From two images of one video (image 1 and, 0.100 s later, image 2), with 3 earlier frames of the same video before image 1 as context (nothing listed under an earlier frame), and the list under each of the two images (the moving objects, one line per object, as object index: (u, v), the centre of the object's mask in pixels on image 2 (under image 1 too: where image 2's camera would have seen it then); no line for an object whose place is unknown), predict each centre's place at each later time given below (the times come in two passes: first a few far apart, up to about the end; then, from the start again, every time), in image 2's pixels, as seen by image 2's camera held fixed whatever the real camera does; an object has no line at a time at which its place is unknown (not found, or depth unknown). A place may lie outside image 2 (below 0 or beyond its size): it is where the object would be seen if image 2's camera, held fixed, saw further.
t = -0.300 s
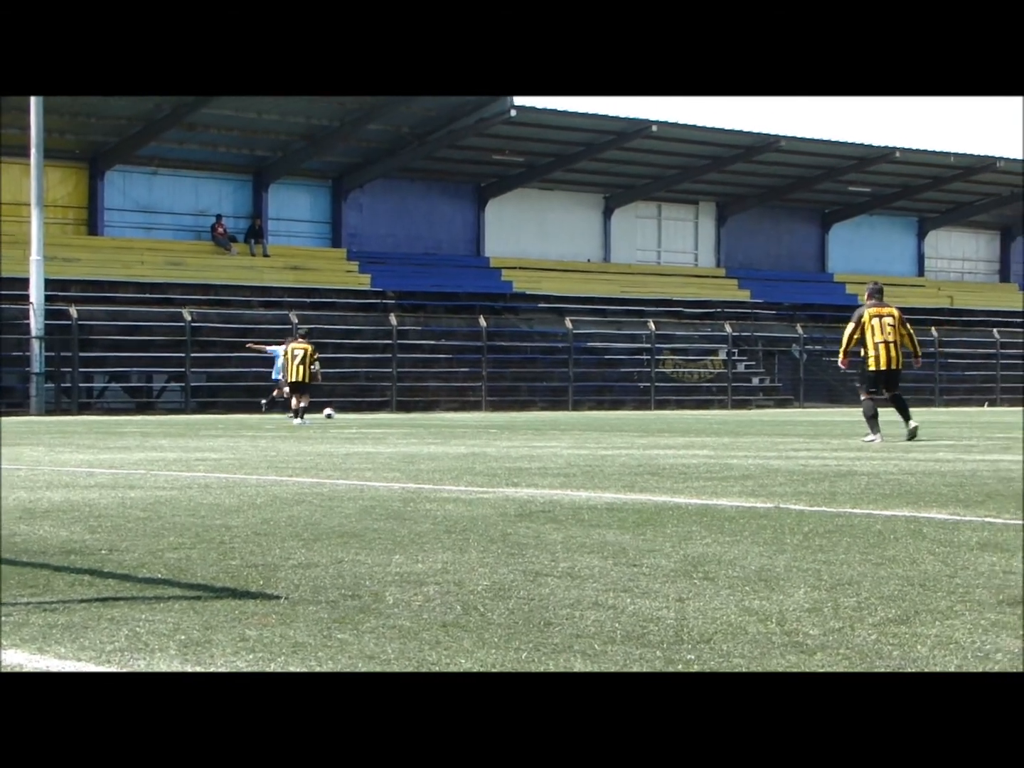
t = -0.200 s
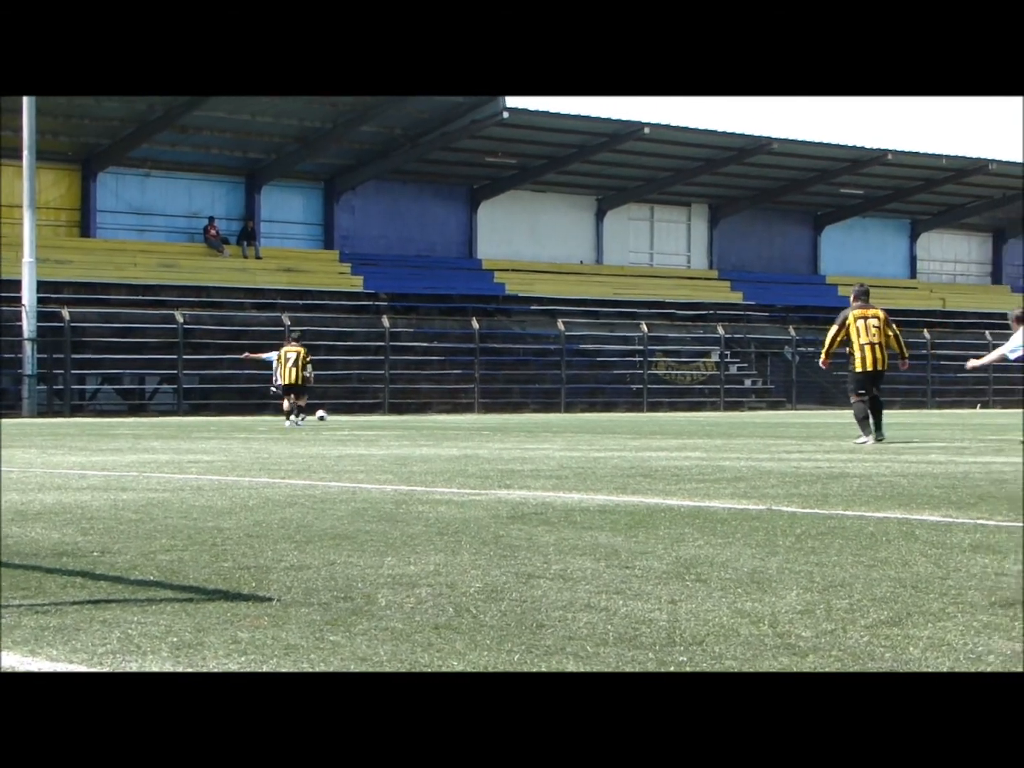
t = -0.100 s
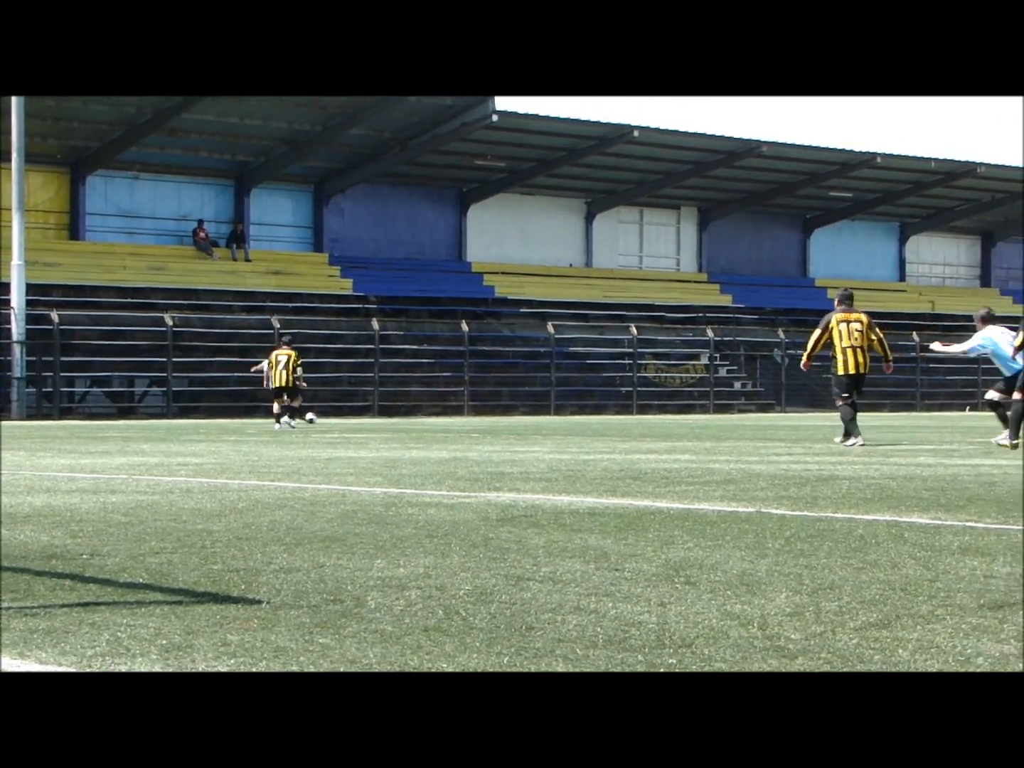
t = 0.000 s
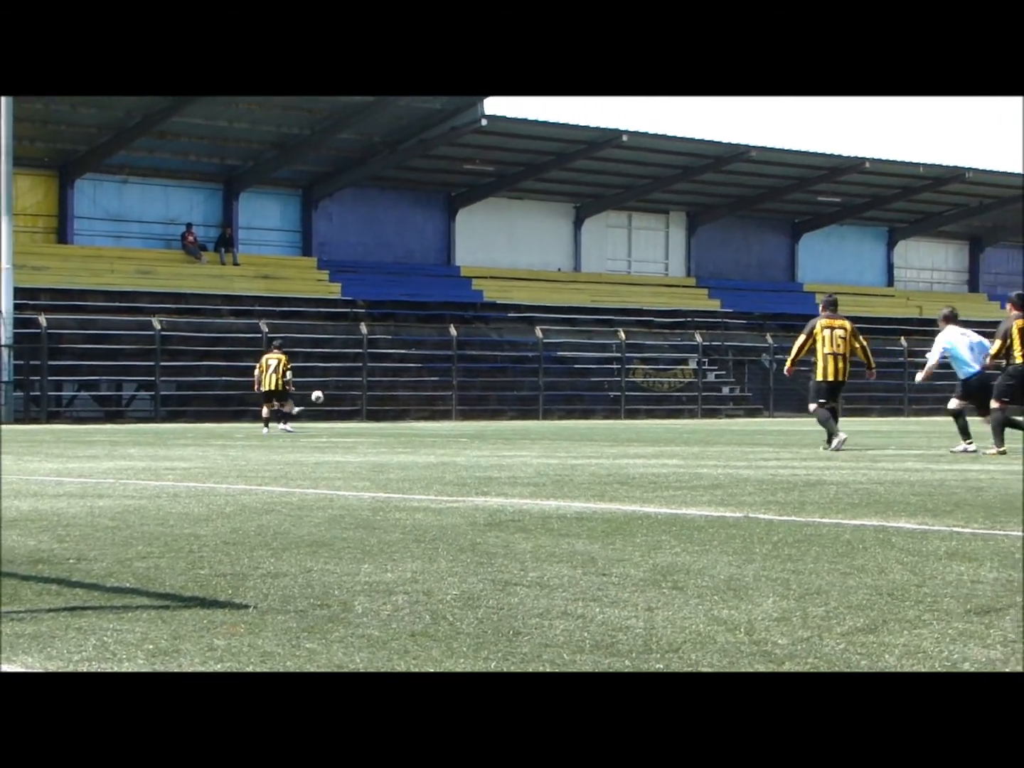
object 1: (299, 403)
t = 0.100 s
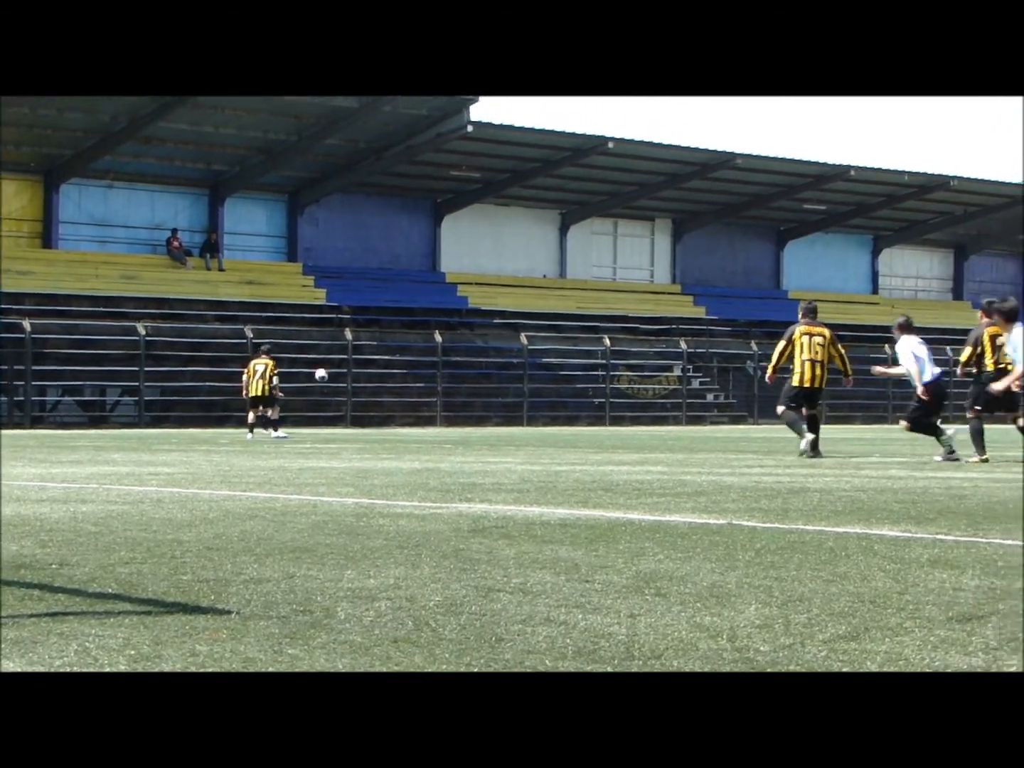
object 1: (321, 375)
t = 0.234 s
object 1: (344, 340)
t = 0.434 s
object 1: (369, 301)
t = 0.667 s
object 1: (383, 281)
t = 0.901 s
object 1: (384, 296)
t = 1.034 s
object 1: (379, 328)
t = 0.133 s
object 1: (328, 365)
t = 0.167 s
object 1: (335, 356)
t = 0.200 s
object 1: (340, 347)
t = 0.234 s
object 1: (344, 340)
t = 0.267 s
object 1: (350, 330)
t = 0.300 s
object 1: (354, 326)
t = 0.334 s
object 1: (358, 320)
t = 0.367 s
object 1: (362, 311)
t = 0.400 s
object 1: (365, 305)
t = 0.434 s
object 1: (369, 301)
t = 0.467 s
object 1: (370, 295)
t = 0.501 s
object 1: (371, 290)
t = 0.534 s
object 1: (375, 289)
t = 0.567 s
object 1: (378, 287)
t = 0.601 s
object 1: (381, 283)
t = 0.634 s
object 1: (381, 281)
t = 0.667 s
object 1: (383, 281)
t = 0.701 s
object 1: (383, 280)
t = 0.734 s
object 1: (385, 280)
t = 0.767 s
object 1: (385, 282)
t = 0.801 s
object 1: (386, 284)
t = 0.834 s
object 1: (386, 287)
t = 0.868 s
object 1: (385, 290)
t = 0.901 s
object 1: (384, 296)
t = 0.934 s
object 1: (383, 303)
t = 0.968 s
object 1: (382, 309)
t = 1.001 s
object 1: (382, 316)
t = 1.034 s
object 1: (379, 328)
